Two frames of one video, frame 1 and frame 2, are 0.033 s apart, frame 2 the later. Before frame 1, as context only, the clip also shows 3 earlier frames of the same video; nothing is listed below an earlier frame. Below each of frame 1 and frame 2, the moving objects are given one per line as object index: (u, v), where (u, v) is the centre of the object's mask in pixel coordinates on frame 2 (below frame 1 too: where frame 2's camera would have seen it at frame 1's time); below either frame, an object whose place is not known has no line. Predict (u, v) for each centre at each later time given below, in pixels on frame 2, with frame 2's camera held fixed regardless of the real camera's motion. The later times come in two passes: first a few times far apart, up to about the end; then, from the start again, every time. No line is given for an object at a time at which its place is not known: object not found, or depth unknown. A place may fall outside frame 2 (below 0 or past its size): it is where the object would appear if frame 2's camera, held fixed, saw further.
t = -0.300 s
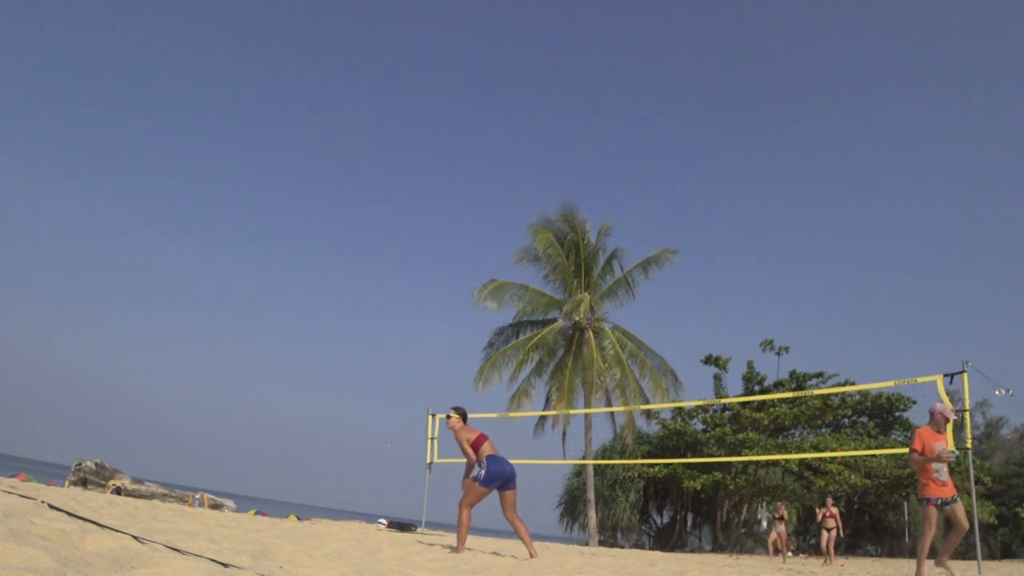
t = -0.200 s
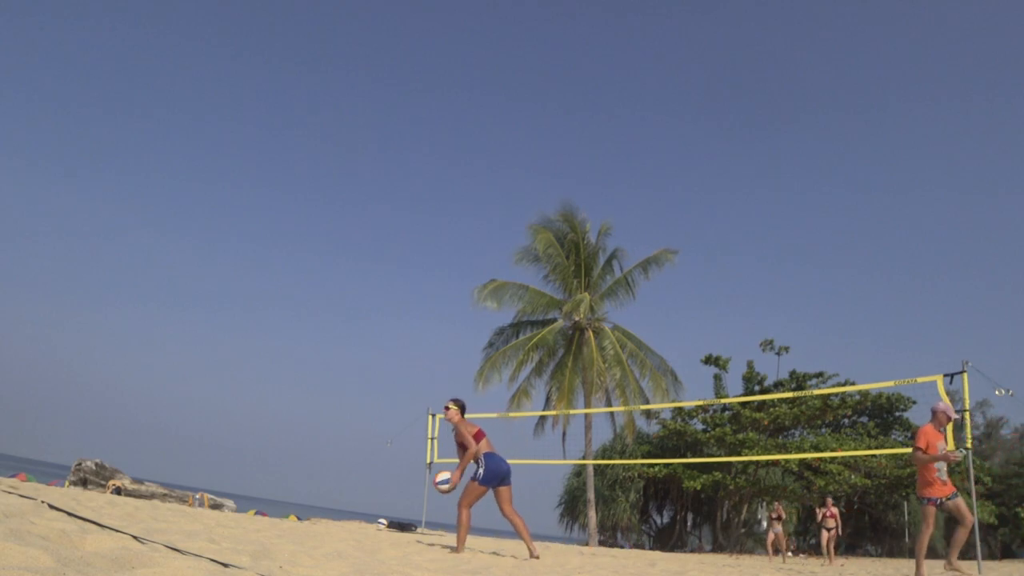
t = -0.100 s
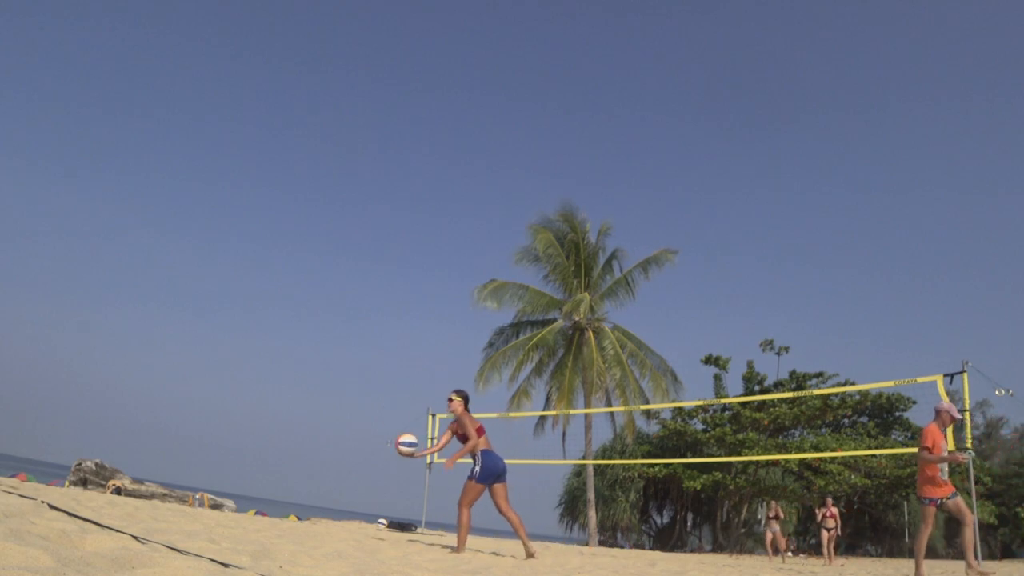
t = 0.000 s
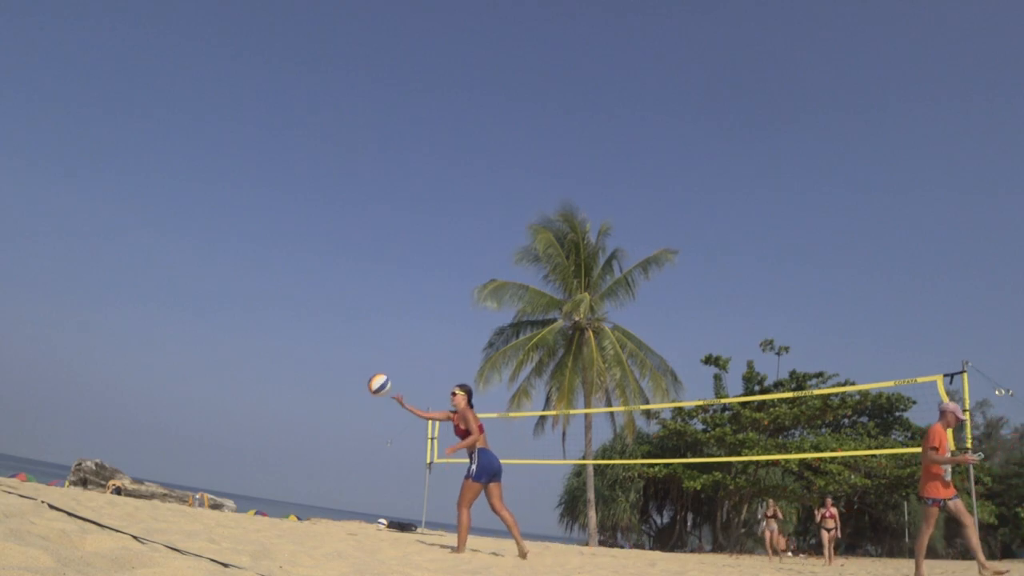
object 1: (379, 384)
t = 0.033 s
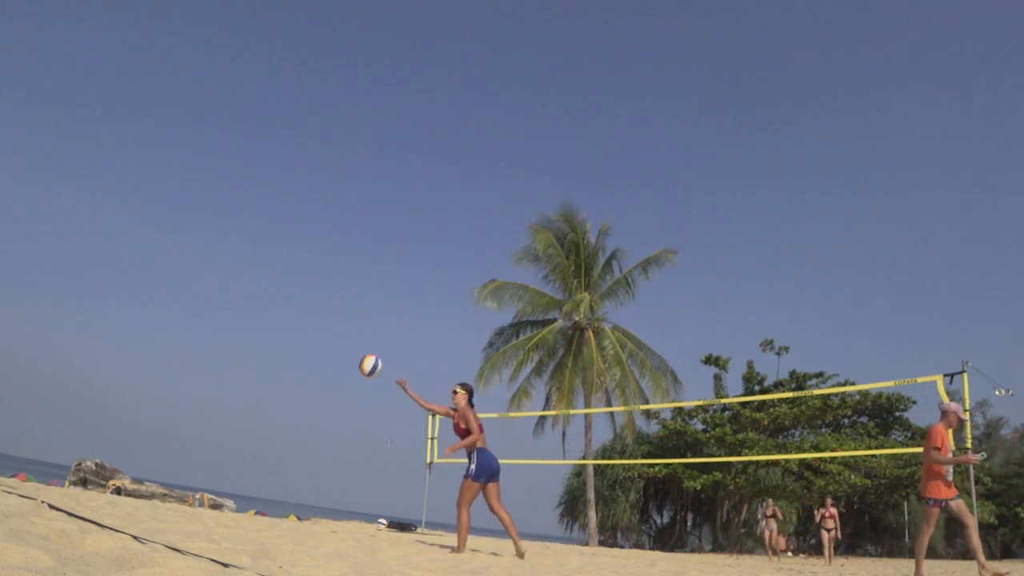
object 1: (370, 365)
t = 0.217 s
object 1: (319, 278)
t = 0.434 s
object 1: (245, 213)
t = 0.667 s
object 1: (140, 193)
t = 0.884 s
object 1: (11, 229)
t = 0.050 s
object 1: (366, 356)
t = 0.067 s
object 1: (361, 347)
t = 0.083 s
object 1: (357, 338)
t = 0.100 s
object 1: (352, 330)
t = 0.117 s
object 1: (348, 322)
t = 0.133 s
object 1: (343, 314)
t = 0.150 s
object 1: (338, 307)
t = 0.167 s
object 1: (333, 299)
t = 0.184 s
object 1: (329, 292)
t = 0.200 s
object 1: (324, 285)
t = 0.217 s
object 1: (319, 278)
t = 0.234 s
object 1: (314, 272)
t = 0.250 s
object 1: (308, 265)
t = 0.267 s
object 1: (304, 259)
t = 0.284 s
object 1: (298, 254)
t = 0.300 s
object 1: (293, 248)
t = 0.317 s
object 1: (287, 243)
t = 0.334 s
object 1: (282, 238)
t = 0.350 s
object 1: (276, 233)
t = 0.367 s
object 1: (270, 229)
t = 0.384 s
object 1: (264, 224)
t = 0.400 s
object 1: (258, 221)
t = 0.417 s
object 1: (252, 217)
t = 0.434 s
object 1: (245, 213)
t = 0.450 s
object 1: (238, 210)
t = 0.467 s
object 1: (232, 207)
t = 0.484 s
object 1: (225, 204)
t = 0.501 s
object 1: (218, 202)
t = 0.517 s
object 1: (211, 200)
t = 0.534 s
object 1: (204, 198)
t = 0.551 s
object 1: (197, 196)
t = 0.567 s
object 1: (189, 195)
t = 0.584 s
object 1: (182, 194)
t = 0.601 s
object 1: (174, 193)
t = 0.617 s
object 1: (166, 192)
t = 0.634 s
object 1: (158, 192)
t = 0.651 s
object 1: (149, 192)
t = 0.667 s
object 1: (140, 193)
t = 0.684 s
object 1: (132, 193)
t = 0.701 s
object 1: (123, 194)
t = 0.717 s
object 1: (114, 195)
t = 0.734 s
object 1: (104, 197)
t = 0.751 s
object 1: (95, 199)
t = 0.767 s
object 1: (85, 201)
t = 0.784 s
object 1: (74, 204)
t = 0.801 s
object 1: (64, 207)
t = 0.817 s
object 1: (53, 211)
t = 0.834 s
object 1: (42, 215)
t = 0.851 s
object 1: (31, 219)
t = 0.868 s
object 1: (20, 224)
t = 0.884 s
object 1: (11, 229)
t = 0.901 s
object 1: (5, 235)
